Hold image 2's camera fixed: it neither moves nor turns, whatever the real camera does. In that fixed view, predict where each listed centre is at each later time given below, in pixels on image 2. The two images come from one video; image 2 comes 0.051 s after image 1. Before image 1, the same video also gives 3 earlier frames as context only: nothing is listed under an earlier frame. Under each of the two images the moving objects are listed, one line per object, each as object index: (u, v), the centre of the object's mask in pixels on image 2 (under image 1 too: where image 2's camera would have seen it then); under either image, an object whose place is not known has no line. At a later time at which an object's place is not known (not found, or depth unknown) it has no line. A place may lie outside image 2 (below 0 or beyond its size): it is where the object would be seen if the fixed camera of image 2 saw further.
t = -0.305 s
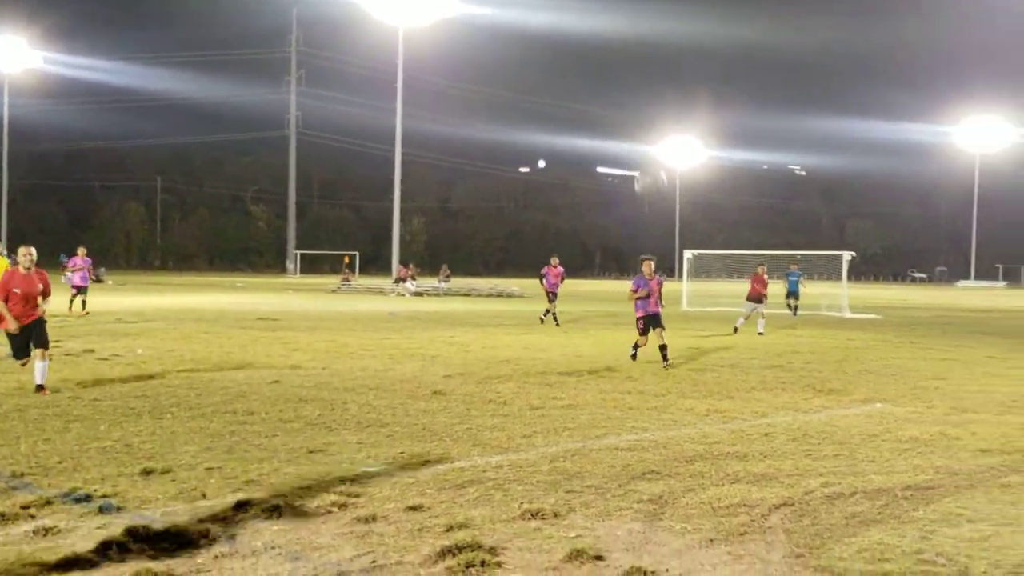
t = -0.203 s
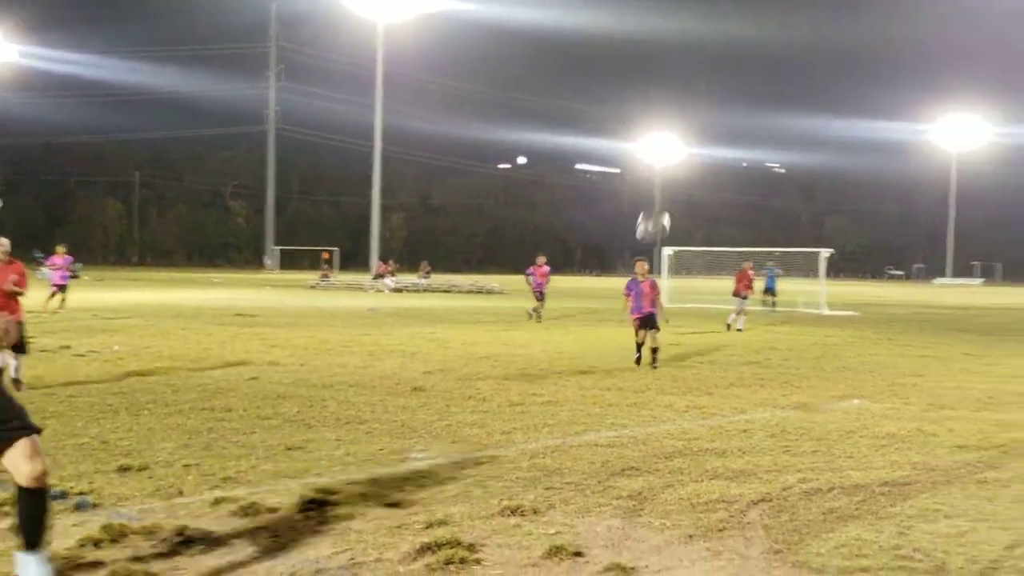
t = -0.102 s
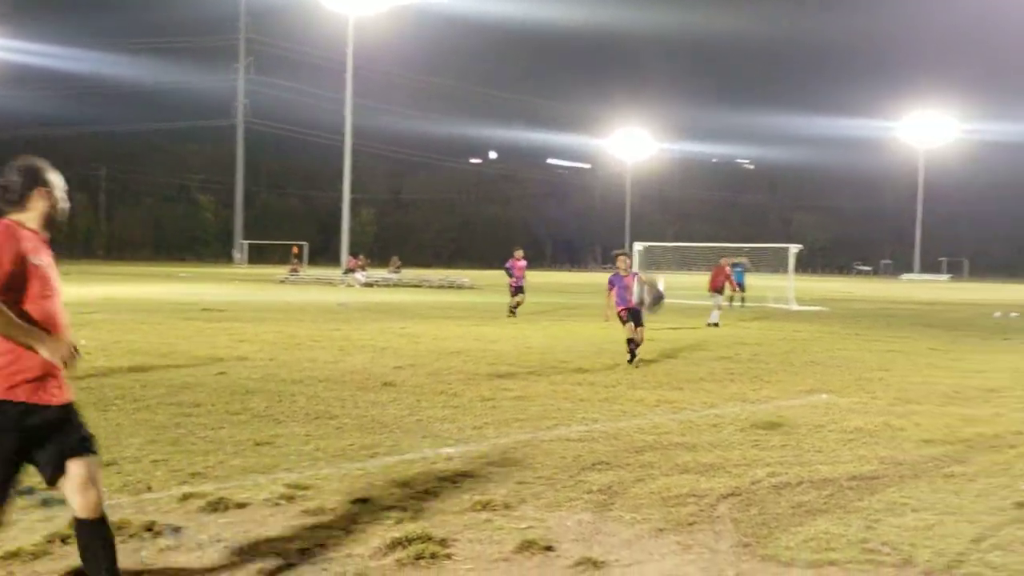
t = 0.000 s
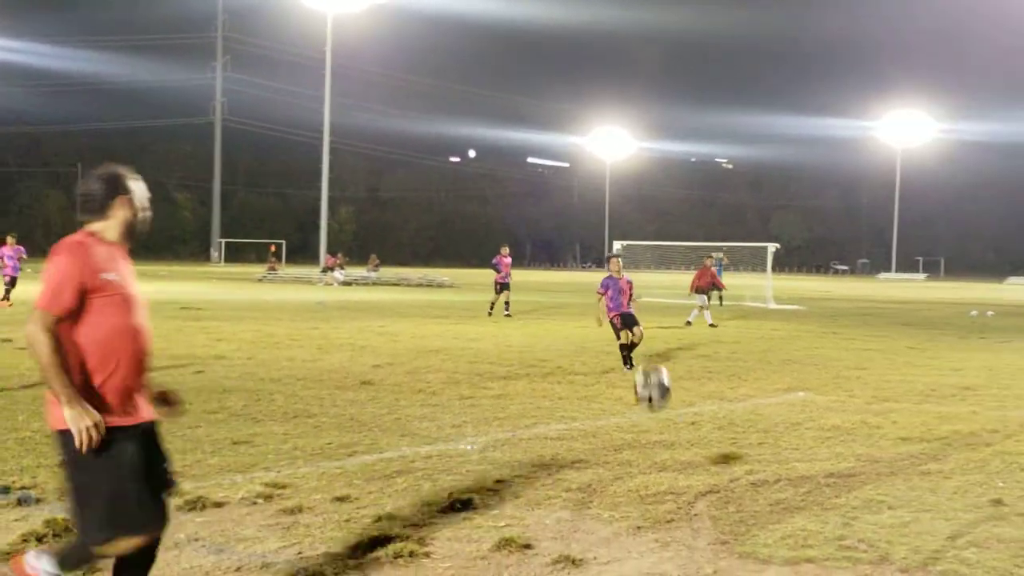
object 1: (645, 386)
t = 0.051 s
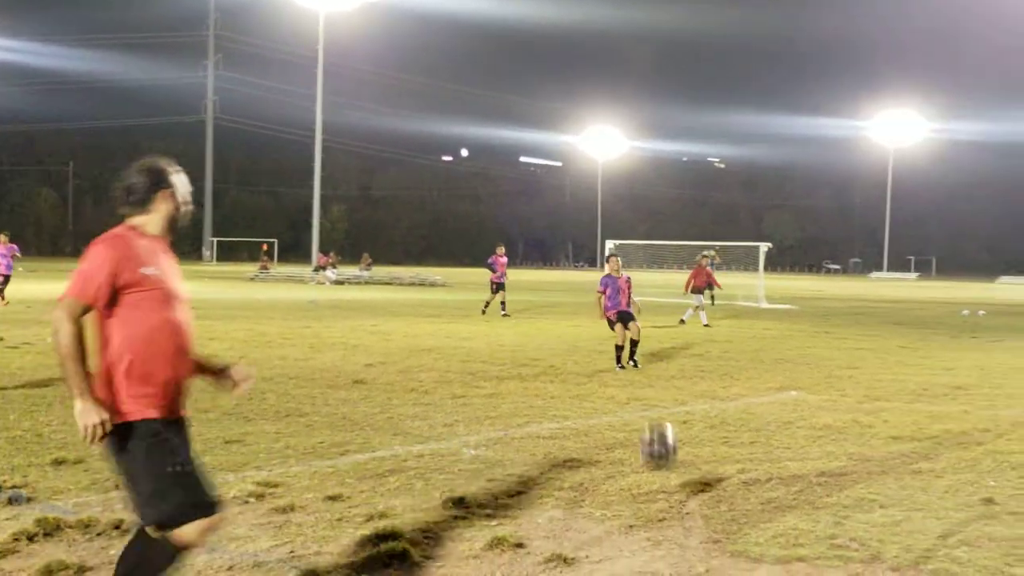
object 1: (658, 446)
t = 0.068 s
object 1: (663, 466)
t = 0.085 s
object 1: (670, 491)
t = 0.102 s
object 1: (675, 507)
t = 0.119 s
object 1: (681, 491)
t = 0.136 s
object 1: (686, 476)
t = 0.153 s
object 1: (692, 460)
